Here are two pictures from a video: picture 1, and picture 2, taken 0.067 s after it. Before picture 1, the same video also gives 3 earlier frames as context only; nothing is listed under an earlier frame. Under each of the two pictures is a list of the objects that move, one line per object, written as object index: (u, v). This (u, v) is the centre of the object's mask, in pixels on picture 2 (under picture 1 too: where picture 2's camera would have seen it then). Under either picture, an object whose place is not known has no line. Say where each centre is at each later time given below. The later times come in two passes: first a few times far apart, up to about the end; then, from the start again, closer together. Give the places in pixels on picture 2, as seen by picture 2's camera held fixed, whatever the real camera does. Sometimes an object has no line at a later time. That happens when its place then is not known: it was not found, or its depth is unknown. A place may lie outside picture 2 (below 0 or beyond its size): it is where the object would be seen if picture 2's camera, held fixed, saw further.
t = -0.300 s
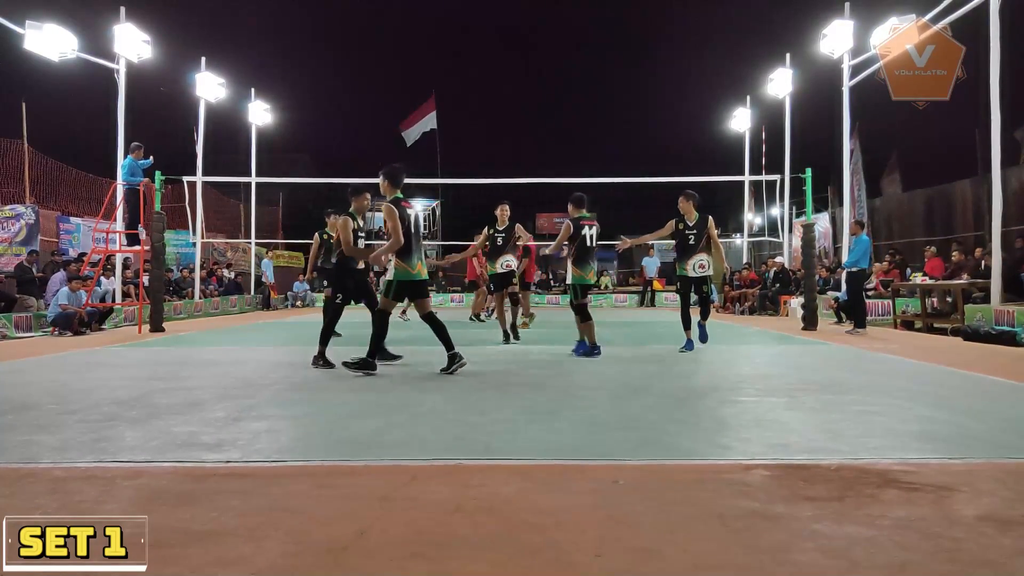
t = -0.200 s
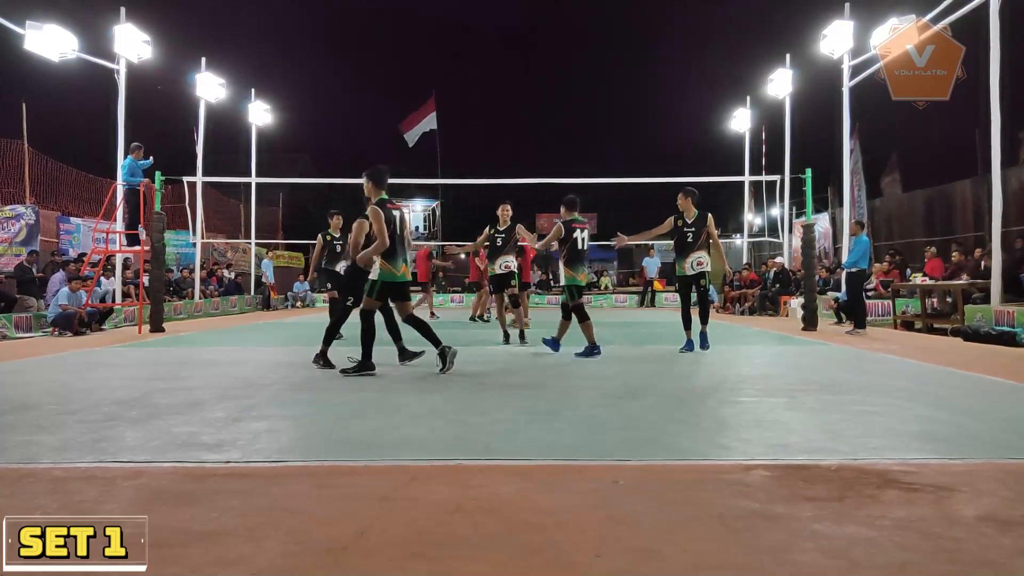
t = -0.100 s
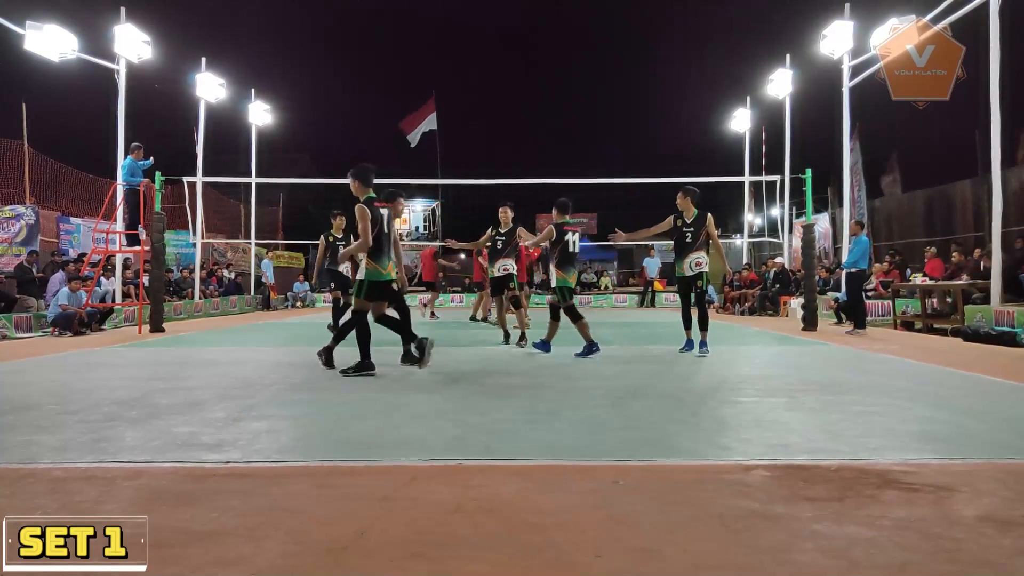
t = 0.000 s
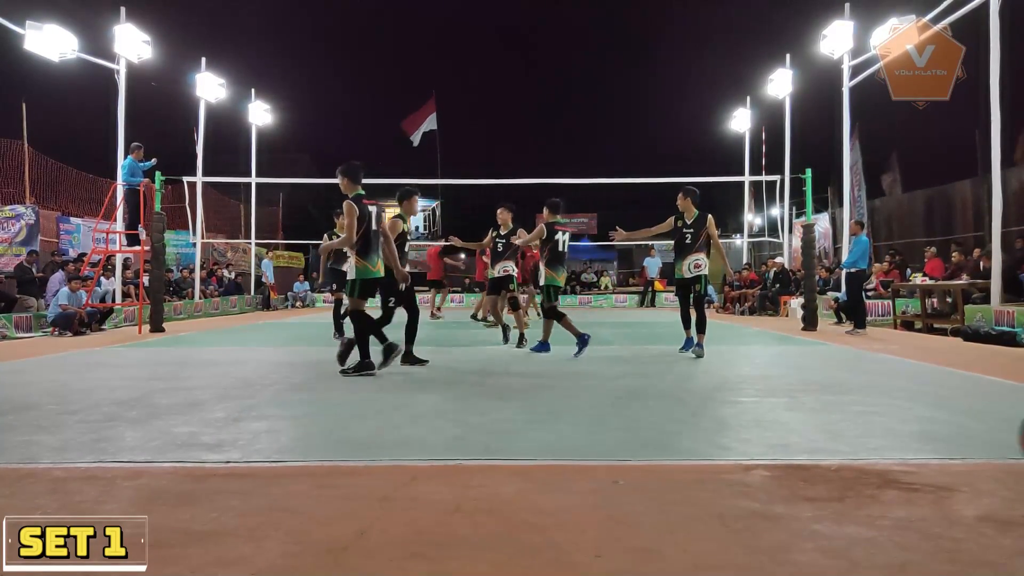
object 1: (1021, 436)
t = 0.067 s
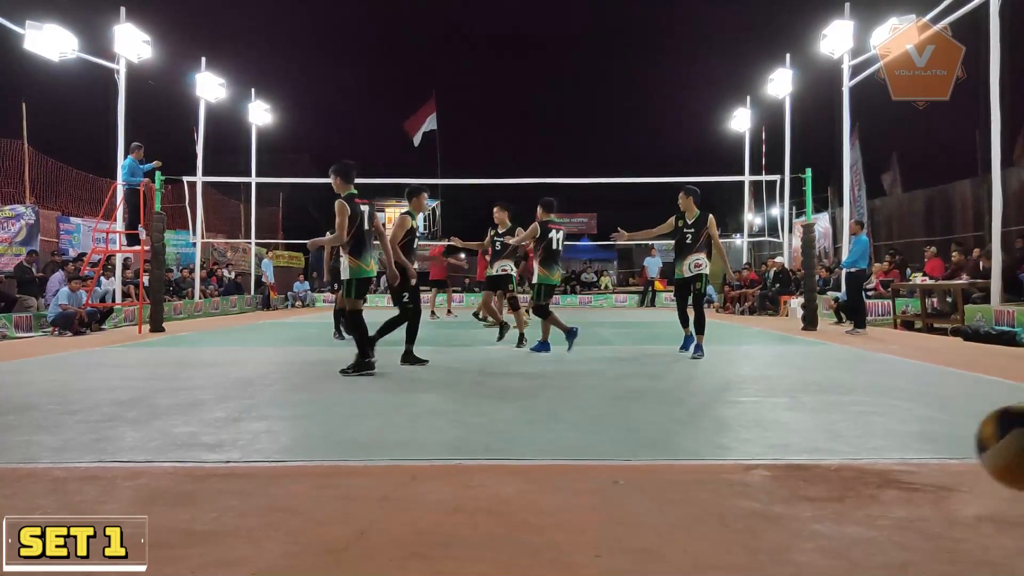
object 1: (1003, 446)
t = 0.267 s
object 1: (897, 545)
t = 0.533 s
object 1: (745, 456)
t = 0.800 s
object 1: (620, 472)
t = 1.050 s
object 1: (523, 484)
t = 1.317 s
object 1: (432, 457)
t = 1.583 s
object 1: (352, 449)
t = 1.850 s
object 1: (281, 447)
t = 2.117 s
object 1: (222, 445)
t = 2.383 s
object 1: (167, 444)
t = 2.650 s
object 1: (117, 433)
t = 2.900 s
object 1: (75, 432)
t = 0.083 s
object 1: (998, 450)
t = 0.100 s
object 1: (993, 455)
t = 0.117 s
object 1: (987, 462)
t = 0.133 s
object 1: (981, 469)
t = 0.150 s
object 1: (973, 478)
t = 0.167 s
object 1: (962, 487)
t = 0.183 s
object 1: (951, 498)
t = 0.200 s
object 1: (940, 510)
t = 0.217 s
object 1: (929, 522)
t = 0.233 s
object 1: (919, 535)
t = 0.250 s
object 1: (908, 544)
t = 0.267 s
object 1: (897, 545)
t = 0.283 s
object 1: (888, 536)
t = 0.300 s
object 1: (878, 523)
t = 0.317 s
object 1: (867, 511)
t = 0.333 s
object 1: (857, 501)
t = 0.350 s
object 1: (846, 491)
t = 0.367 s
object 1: (837, 482)
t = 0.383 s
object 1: (827, 476)
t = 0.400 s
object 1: (817, 470)
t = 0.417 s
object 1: (808, 464)
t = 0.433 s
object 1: (799, 460)
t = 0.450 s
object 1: (789, 457)
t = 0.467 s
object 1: (780, 455)
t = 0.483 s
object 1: (771, 454)
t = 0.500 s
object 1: (763, 453)
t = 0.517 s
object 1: (754, 454)
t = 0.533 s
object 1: (745, 456)
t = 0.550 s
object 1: (736, 458)
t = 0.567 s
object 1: (728, 462)
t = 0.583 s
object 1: (720, 466)
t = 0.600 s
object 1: (711, 472)
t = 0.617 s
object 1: (703, 478)
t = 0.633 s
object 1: (695, 485)
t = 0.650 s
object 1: (687, 493)
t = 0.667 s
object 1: (678, 502)
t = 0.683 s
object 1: (671, 511)
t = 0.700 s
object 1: (663, 523)
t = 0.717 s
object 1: (656, 514)
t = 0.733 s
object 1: (649, 504)
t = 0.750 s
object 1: (641, 494)
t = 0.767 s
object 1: (634, 486)
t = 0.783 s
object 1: (627, 478)
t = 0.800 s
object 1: (620, 472)
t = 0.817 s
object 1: (613, 466)
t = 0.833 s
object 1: (606, 462)
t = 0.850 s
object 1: (599, 459)
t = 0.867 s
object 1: (593, 456)
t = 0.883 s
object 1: (586, 455)
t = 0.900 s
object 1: (579, 454)
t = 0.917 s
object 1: (573, 454)
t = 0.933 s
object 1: (566, 455)
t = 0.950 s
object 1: (560, 456)
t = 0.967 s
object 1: (553, 459)
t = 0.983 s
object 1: (547, 463)
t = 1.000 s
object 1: (541, 467)
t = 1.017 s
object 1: (535, 471)
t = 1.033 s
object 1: (529, 477)
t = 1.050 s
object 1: (523, 484)
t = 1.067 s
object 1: (517, 491)
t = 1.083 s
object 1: (511, 498)
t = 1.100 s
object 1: (505, 490)
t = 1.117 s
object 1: (499, 482)
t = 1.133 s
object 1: (493, 476)
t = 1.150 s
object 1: (487, 470)
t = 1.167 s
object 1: (482, 465)
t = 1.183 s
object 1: (476, 461)
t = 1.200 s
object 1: (470, 458)
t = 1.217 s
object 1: (465, 455)
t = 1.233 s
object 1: (459, 453)
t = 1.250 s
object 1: (454, 453)
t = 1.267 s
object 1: (448, 452)
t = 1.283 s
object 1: (442, 453)
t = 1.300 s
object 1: (437, 455)
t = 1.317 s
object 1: (432, 457)
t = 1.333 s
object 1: (427, 460)
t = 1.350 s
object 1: (421, 463)
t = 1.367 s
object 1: (416, 468)
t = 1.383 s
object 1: (411, 473)
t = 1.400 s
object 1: (406, 480)
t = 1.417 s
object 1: (401, 479)
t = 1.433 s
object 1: (396, 471)
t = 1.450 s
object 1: (391, 466)
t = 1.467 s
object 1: (386, 461)
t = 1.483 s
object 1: (381, 457)
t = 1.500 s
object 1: (376, 454)
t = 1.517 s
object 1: (371, 452)
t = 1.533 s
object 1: (366, 450)
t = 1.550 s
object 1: (362, 449)
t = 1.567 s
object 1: (357, 449)
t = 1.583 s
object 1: (352, 449)
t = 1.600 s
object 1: (348, 450)
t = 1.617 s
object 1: (343, 452)
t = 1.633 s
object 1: (339, 454)
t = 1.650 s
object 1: (334, 458)
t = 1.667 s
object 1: (330, 462)
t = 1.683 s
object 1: (325, 467)
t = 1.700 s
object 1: (320, 469)
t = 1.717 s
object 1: (316, 463)
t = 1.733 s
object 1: (311, 459)
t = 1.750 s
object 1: (307, 455)
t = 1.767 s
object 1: (303, 452)
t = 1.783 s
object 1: (298, 450)
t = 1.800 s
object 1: (294, 448)
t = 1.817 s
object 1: (290, 447)
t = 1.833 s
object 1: (286, 446)
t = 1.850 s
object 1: (281, 447)
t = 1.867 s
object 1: (277, 448)
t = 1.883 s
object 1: (273, 450)
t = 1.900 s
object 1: (269, 452)
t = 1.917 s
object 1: (264, 455)
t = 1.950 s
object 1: (260, 459)
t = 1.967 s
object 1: (256, 460)
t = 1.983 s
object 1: (252, 456)
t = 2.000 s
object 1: (248, 452)
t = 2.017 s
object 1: (245, 449)
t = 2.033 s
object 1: (240, 447)
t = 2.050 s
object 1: (237, 445)
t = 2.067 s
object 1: (233, 444)
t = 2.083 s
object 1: (229, 444)
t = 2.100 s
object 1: (226, 444)
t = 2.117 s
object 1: (222, 445)
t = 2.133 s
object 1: (219, 446)
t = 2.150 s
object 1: (215, 449)
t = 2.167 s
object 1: (211, 452)
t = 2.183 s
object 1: (208, 453)
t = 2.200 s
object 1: (204, 449)
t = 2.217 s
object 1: (201, 446)
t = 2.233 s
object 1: (197, 443)
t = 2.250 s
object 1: (194, 441)
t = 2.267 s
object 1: (191, 440)
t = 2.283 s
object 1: (187, 440)
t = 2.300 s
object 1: (184, 440)
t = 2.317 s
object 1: (180, 441)
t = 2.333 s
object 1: (177, 442)
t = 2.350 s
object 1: (174, 444)
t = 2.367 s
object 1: (170, 447)
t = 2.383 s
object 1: (167, 444)
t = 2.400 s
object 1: (164, 441)
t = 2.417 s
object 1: (160, 438)
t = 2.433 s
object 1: (157, 437)
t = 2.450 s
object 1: (154, 436)
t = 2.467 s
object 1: (150, 435)
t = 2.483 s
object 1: (147, 436)
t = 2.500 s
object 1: (144, 437)
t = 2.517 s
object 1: (141, 438)
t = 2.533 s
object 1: (138, 440)
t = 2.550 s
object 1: (135, 442)
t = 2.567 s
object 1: (131, 440)
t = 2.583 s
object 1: (128, 437)
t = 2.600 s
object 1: (125, 435)
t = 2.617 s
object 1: (123, 434)
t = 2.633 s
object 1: (120, 433)
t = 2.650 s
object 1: (117, 433)
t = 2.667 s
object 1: (115, 433)
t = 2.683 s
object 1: (112, 434)
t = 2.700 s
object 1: (109, 436)
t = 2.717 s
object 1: (106, 436)
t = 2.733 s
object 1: (103, 434)
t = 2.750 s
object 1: (100, 433)
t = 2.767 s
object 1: (97, 432)
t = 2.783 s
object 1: (94, 432)
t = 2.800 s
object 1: (91, 433)
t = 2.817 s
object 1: (89, 434)
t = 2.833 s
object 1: (86, 433)
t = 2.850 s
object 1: (83, 431)
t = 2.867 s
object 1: (80, 431)
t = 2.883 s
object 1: (78, 431)
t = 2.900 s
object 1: (75, 432)
